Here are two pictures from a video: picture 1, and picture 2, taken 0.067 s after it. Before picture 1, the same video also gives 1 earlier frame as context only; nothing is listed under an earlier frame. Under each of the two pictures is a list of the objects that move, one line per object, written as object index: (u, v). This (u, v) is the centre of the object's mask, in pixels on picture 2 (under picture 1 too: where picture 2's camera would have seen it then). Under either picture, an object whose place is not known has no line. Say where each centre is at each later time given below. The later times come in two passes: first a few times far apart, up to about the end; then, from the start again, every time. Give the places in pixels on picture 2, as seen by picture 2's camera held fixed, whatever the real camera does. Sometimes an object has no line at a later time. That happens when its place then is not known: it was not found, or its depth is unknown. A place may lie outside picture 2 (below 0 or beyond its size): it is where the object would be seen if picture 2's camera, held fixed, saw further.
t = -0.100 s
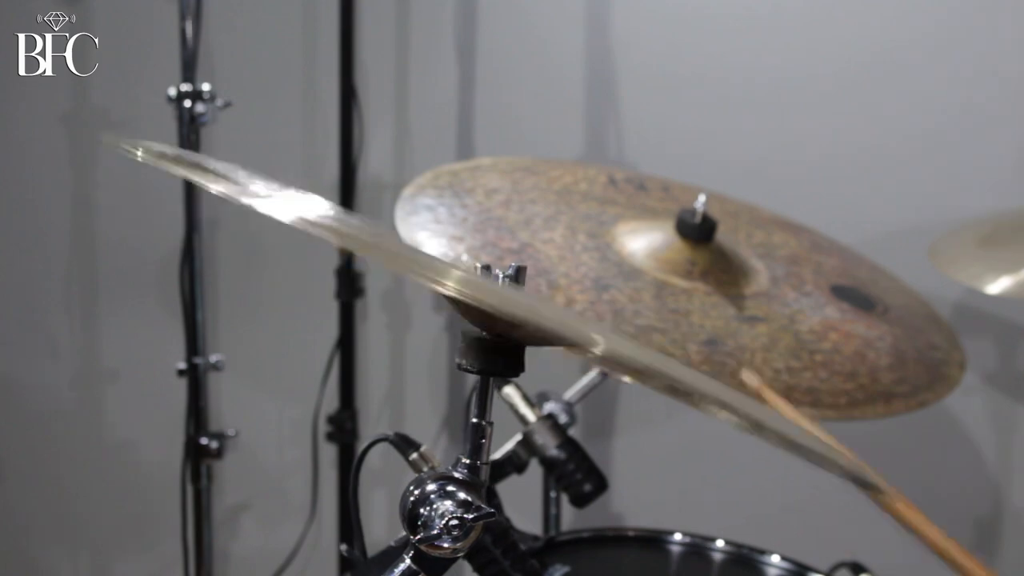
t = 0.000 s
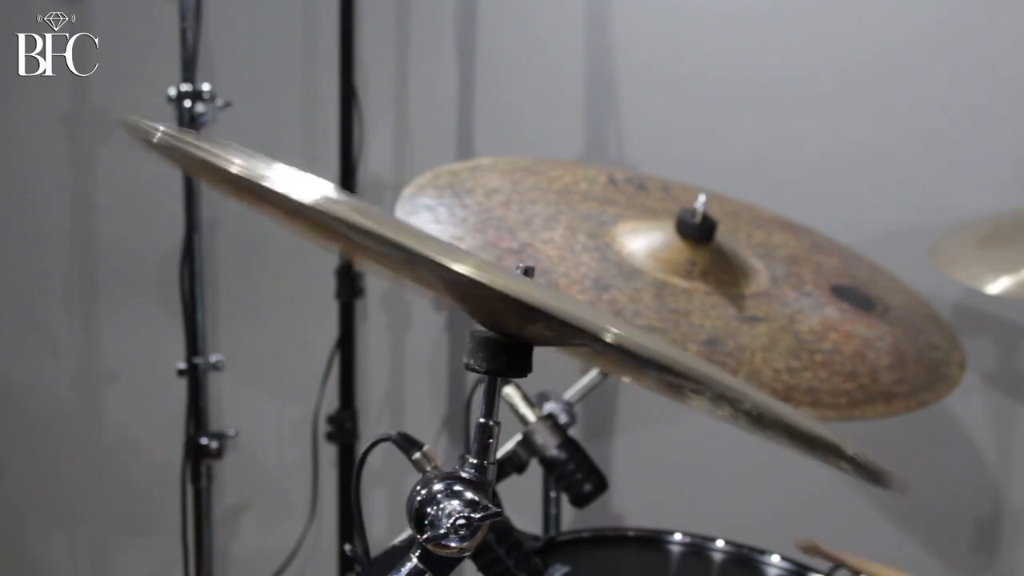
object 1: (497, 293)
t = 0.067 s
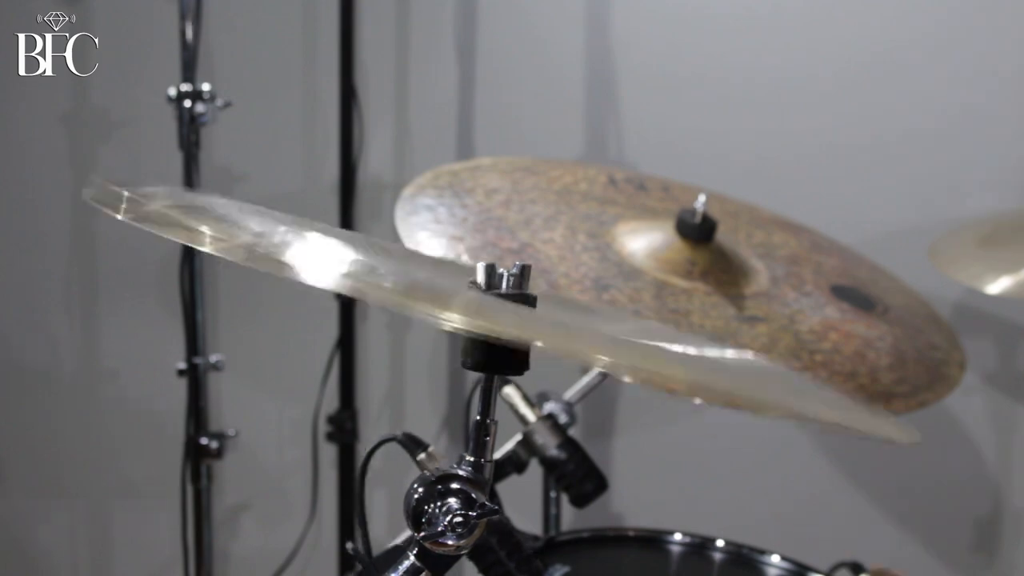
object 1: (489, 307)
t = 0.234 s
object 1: (486, 329)
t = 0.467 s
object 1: (493, 319)
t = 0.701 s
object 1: (512, 312)
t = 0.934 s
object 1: (503, 322)
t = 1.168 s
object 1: (501, 313)
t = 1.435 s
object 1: (504, 316)
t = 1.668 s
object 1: (503, 315)
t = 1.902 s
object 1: (499, 313)
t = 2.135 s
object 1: (499, 313)
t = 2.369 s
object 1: (500, 314)
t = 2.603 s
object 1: (503, 315)
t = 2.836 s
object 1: (504, 315)
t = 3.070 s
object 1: (504, 315)
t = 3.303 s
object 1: (501, 314)
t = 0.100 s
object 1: (499, 317)
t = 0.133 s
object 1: (499, 323)
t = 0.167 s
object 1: (488, 324)
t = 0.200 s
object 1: (497, 328)
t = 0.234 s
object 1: (486, 329)
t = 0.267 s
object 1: (492, 331)
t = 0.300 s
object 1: (493, 331)
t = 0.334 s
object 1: (494, 329)
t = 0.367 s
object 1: (499, 329)
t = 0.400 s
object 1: (489, 324)
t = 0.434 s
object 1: (500, 324)
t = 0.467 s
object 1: (493, 319)
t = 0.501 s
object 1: (494, 313)
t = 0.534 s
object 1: (497, 311)
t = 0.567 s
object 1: (488, 302)
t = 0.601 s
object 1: (507, 308)
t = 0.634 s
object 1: (514, 311)
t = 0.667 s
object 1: (500, 306)
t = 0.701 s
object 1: (512, 312)
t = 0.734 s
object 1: (489, 307)
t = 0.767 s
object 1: (507, 317)
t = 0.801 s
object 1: (499, 317)
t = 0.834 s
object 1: (490, 316)
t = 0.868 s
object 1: (502, 321)
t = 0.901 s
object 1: (491, 318)
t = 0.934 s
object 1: (503, 322)
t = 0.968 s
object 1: (497, 320)
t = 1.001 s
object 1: (497, 319)
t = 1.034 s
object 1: (499, 320)
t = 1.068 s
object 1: (492, 315)
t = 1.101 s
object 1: (505, 318)
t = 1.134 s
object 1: (502, 315)
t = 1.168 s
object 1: (501, 313)
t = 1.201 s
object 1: (503, 314)
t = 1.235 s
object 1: (496, 310)
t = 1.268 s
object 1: (505, 314)
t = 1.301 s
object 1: (499, 312)
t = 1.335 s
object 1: (501, 314)
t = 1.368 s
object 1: (505, 316)
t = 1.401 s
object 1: (495, 312)
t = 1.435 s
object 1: (504, 316)
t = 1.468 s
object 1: (496, 313)
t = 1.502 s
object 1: (502, 315)
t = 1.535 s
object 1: (503, 315)
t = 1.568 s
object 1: (496, 313)
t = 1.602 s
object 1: (505, 316)
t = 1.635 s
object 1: (498, 313)
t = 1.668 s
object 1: (503, 315)
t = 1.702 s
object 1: (502, 315)
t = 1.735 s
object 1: (497, 312)
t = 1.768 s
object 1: (502, 315)
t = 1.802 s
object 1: (496, 312)
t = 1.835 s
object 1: (503, 314)
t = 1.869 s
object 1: (504, 315)
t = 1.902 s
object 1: (499, 313)
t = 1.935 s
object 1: (502, 315)
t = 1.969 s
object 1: (496, 312)
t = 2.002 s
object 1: (506, 315)
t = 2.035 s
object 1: (501, 314)
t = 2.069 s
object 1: (500, 313)
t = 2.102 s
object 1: (503, 315)
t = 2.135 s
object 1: (499, 313)
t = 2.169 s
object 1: (504, 315)
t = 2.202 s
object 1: (498, 314)
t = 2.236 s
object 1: (500, 313)
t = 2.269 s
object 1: (502, 315)
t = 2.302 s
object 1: (498, 313)
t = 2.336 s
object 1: (504, 315)
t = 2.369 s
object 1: (500, 314)
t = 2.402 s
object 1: (502, 314)
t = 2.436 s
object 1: (502, 315)
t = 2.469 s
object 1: (497, 313)
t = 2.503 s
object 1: (504, 315)
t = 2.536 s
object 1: (499, 314)
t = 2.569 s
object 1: (502, 314)
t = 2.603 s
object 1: (503, 315)
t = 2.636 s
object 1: (499, 313)
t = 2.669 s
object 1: (503, 315)
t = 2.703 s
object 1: (498, 313)
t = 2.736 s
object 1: (502, 314)
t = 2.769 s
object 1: (502, 315)
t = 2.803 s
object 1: (499, 313)
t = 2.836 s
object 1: (504, 315)
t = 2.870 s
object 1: (499, 313)
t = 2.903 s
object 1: (503, 315)
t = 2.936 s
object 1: (502, 315)
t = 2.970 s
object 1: (499, 313)
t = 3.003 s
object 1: (504, 315)
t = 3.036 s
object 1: (499, 313)
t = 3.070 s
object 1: (504, 315)
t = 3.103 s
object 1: (503, 315)
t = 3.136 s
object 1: (501, 314)
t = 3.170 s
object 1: (503, 315)
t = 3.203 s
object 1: (499, 313)
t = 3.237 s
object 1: (505, 315)
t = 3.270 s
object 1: (502, 314)
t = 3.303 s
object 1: (501, 314)
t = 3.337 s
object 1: (503, 315)
